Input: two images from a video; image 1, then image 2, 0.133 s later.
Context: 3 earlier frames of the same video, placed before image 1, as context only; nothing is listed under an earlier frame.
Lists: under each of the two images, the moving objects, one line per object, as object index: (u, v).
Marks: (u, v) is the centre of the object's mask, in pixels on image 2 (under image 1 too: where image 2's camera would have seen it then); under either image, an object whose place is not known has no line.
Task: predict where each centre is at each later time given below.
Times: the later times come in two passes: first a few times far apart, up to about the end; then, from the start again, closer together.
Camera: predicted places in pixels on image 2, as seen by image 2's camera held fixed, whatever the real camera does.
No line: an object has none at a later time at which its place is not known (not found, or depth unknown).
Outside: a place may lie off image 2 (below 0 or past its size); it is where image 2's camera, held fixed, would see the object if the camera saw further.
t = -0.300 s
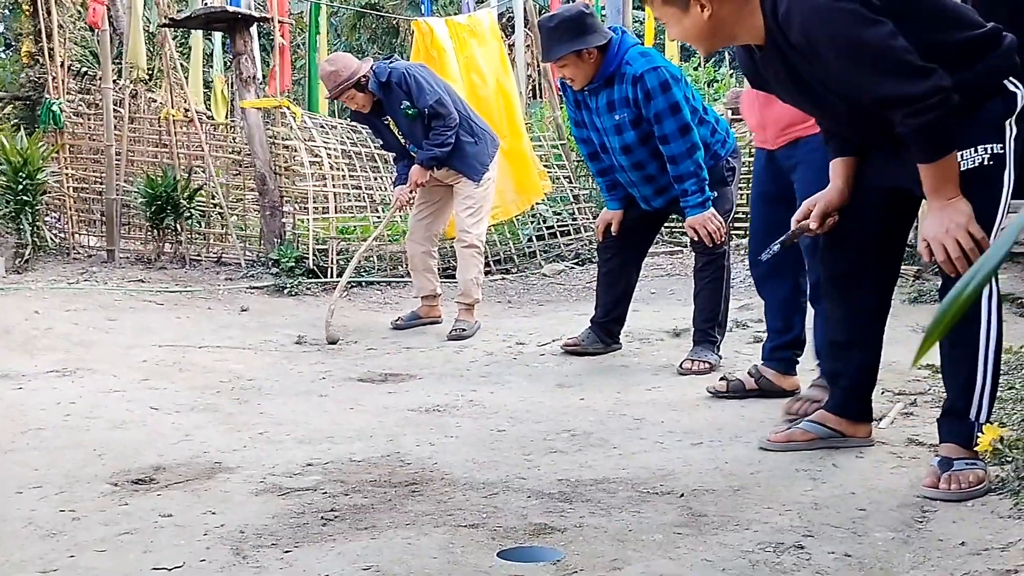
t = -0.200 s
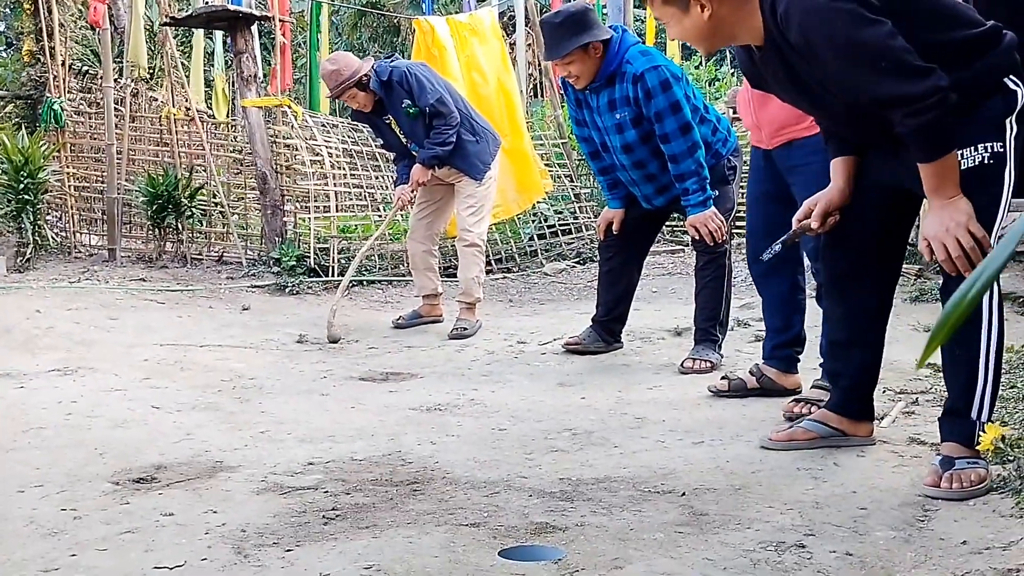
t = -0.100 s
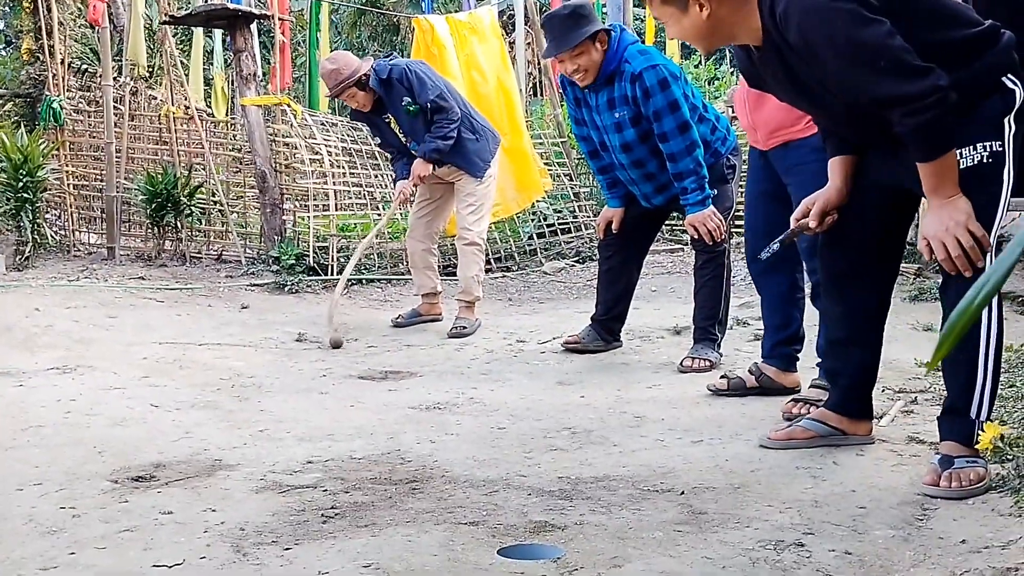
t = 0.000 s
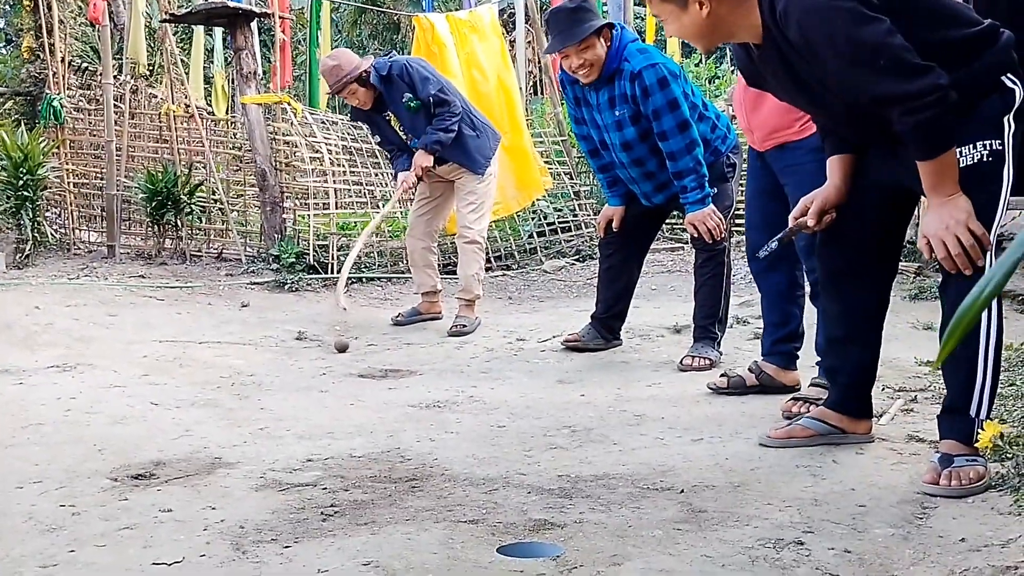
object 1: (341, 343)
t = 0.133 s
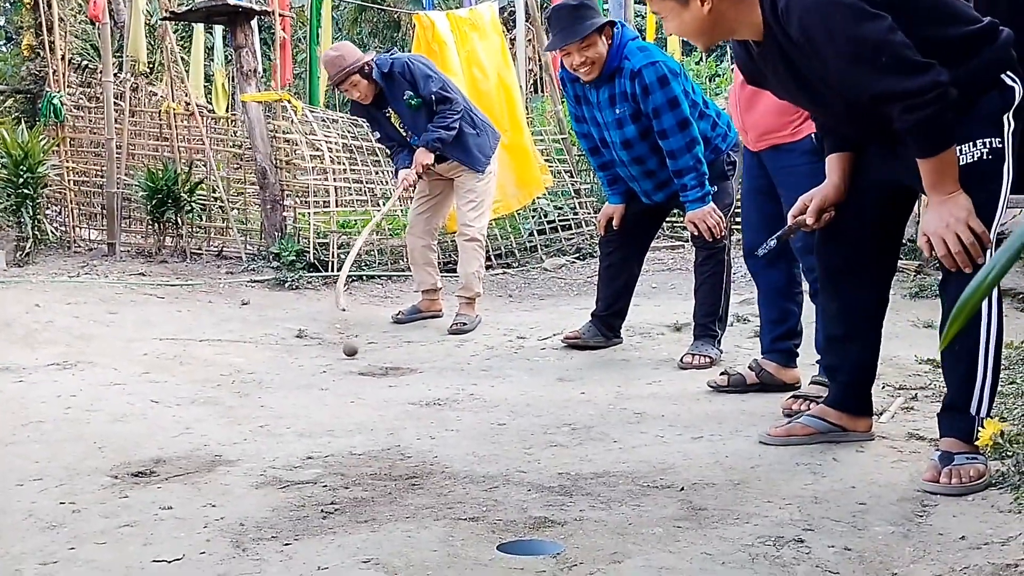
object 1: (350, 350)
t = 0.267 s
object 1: (359, 363)
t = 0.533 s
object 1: (382, 380)
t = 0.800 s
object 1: (395, 405)
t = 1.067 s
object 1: (396, 440)
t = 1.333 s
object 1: (380, 475)
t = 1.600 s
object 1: (354, 510)
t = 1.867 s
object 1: (321, 547)
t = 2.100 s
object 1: (279, 570)
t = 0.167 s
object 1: (353, 353)
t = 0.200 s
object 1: (355, 354)
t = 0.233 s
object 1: (357, 356)
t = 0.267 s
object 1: (359, 363)
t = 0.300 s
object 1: (363, 366)
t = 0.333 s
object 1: (366, 368)
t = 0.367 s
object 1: (368, 368)
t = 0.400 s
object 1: (371, 372)
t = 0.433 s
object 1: (374, 374)
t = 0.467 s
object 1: (377, 378)
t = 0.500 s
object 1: (380, 380)
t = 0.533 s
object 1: (382, 380)
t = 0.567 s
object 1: (384, 383)
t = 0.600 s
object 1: (387, 391)
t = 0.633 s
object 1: (389, 394)
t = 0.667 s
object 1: (391, 395)
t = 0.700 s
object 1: (393, 398)
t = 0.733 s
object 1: (393, 397)
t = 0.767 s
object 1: (394, 399)
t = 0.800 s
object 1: (395, 405)
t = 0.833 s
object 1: (395, 411)
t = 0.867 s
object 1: (395, 413)
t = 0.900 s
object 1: (395, 420)
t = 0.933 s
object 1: (396, 422)
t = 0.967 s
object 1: (396, 428)
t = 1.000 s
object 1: (396, 433)
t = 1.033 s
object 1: (396, 436)
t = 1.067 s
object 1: (396, 440)
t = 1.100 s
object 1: (395, 446)
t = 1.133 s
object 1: (395, 449)
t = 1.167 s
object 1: (393, 450)
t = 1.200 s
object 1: (390, 452)
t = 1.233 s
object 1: (387, 461)
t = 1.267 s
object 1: (385, 466)
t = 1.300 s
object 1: (383, 472)
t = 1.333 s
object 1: (380, 475)
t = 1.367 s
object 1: (378, 481)
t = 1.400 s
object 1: (374, 487)
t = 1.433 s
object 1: (371, 489)
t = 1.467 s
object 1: (368, 496)
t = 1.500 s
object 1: (365, 500)
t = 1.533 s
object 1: (361, 503)
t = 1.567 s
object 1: (358, 506)
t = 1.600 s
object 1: (354, 510)
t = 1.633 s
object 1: (350, 517)
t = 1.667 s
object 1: (346, 520)
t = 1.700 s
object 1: (342, 523)
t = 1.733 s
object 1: (338, 528)
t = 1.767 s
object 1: (334, 533)
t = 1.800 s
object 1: (330, 538)
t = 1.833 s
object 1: (325, 543)
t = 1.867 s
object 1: (321, 547)
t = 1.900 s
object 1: (316, 552)
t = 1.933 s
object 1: (311, 555)
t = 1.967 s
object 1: (305, 560)
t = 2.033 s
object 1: (292, 566)
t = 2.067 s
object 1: (286, 568)
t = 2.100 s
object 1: (279, 570)
